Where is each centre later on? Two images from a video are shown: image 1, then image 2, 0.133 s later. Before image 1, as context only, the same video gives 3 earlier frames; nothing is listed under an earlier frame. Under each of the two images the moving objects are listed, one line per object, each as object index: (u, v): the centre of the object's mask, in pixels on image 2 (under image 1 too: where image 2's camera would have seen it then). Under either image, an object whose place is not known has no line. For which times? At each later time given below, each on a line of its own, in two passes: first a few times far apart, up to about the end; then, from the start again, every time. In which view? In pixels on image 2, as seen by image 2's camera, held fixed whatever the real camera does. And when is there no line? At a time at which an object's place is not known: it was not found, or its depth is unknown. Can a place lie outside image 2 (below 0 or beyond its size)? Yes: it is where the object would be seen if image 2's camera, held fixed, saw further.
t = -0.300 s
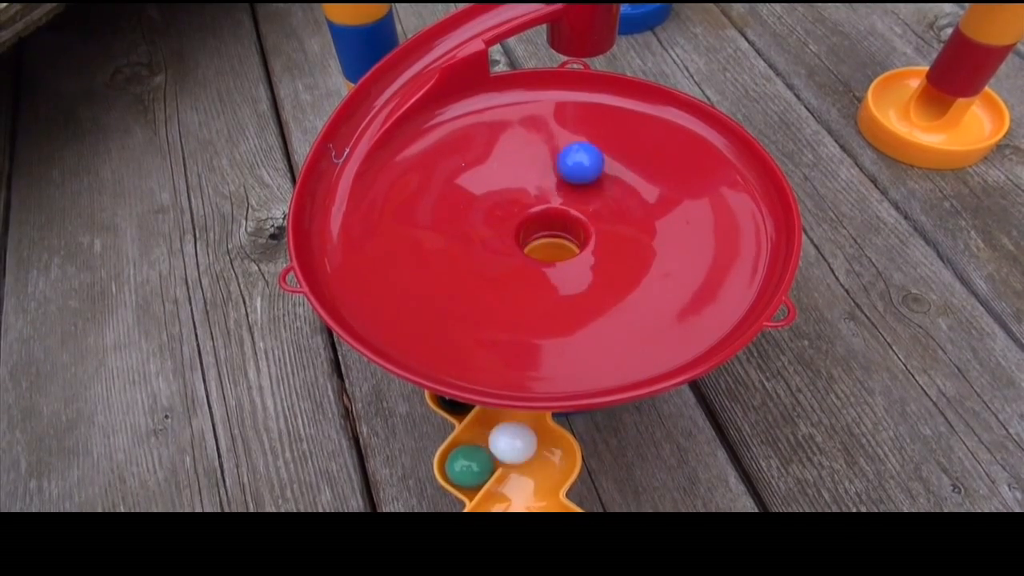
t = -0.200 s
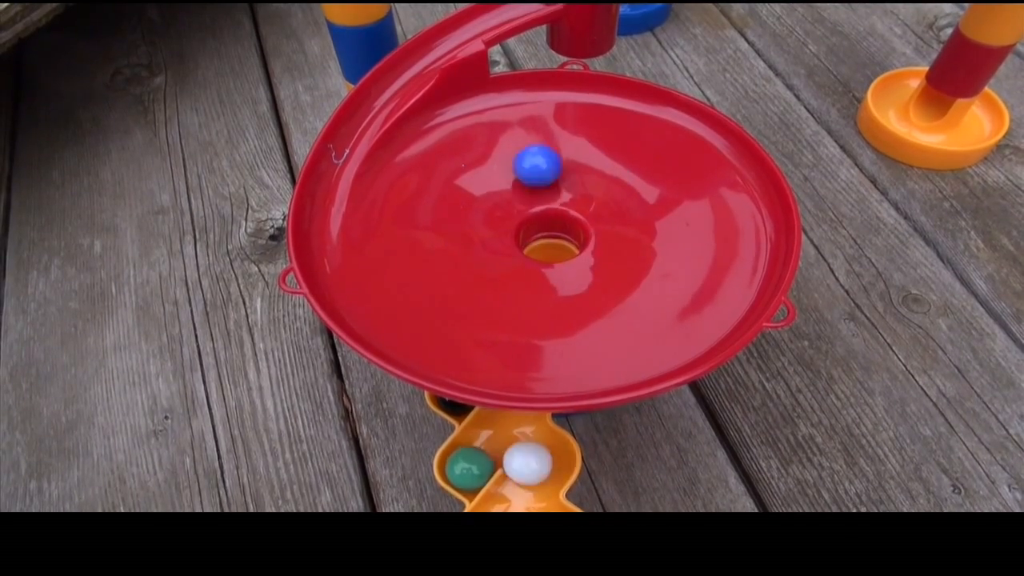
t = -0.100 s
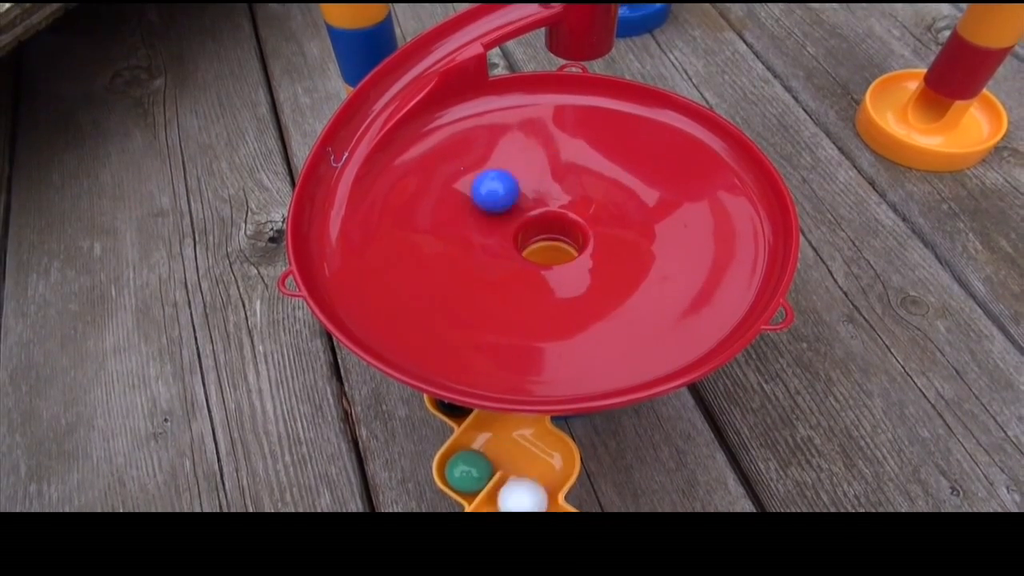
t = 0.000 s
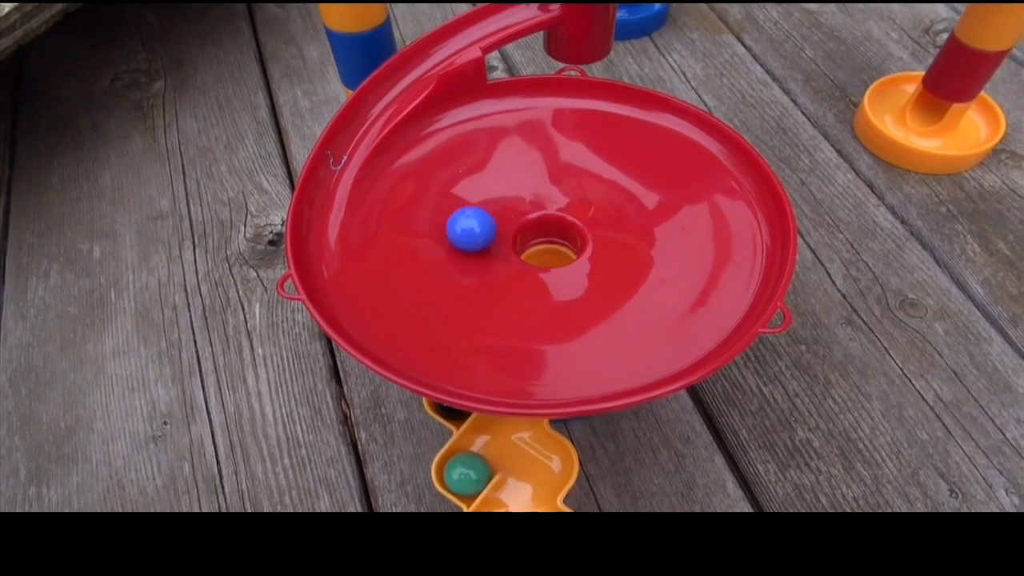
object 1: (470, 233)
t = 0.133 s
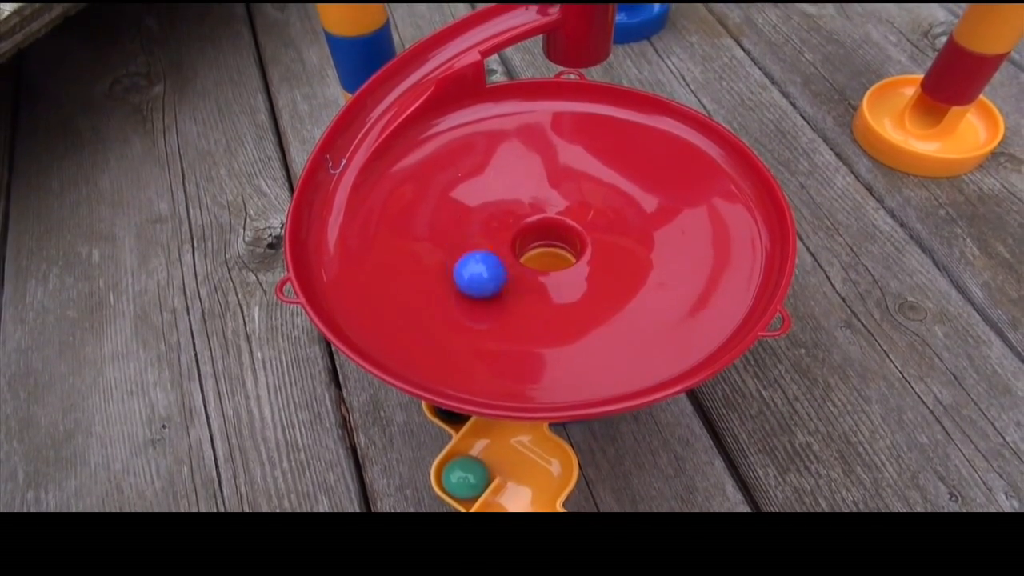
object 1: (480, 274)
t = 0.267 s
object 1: (528, 283)
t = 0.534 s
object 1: (556, 192)
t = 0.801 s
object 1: (474, 184)
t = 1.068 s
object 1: (529, 260)
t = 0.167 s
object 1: (489, 281)
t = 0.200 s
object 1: (501, 284)
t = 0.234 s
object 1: (514, 285)
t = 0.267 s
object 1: (528, 283)
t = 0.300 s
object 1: (541, 279)
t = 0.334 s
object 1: (555, 271)
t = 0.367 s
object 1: (567, 261)
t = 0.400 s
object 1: (576, 248)
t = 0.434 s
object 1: (581, 233)
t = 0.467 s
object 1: (577, 218)
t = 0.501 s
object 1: (568, 204)
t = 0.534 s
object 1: (556, 192)
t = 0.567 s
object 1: (543, 184)
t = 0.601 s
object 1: (530, 177)
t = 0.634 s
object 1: (518, 173)
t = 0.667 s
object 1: (507, 171)
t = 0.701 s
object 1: (497, 172)
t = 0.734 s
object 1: (488, 174)
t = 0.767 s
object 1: (481, 178)
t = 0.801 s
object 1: (474, 184)
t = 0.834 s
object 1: (470, 191)
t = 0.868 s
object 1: (469, 200)
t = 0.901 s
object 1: (471, 210)
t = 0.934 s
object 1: (476, 221)
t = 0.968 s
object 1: (484, 231)
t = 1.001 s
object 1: (496, 242)
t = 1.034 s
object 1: (511, 253)
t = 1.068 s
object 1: (529, 260)
